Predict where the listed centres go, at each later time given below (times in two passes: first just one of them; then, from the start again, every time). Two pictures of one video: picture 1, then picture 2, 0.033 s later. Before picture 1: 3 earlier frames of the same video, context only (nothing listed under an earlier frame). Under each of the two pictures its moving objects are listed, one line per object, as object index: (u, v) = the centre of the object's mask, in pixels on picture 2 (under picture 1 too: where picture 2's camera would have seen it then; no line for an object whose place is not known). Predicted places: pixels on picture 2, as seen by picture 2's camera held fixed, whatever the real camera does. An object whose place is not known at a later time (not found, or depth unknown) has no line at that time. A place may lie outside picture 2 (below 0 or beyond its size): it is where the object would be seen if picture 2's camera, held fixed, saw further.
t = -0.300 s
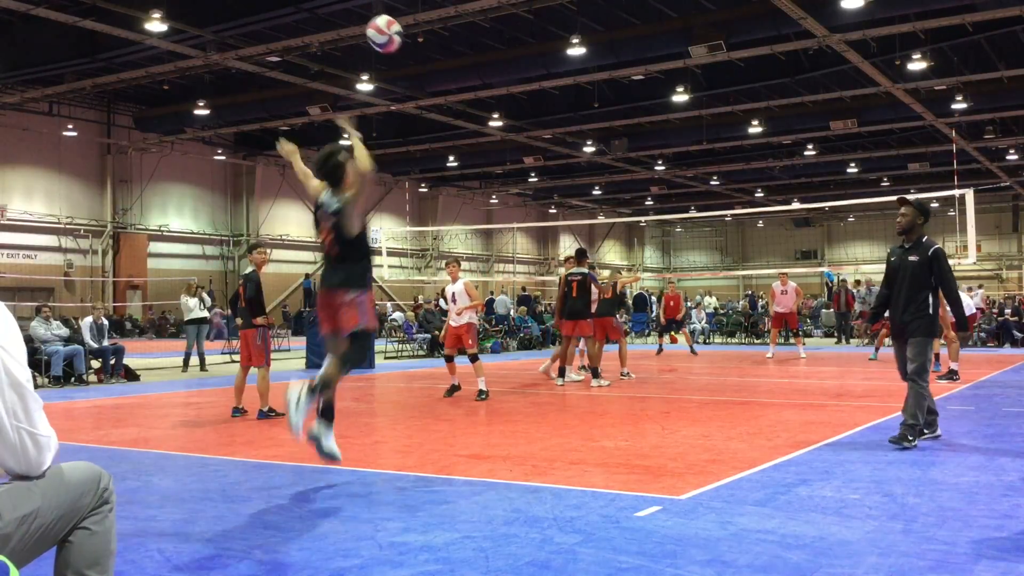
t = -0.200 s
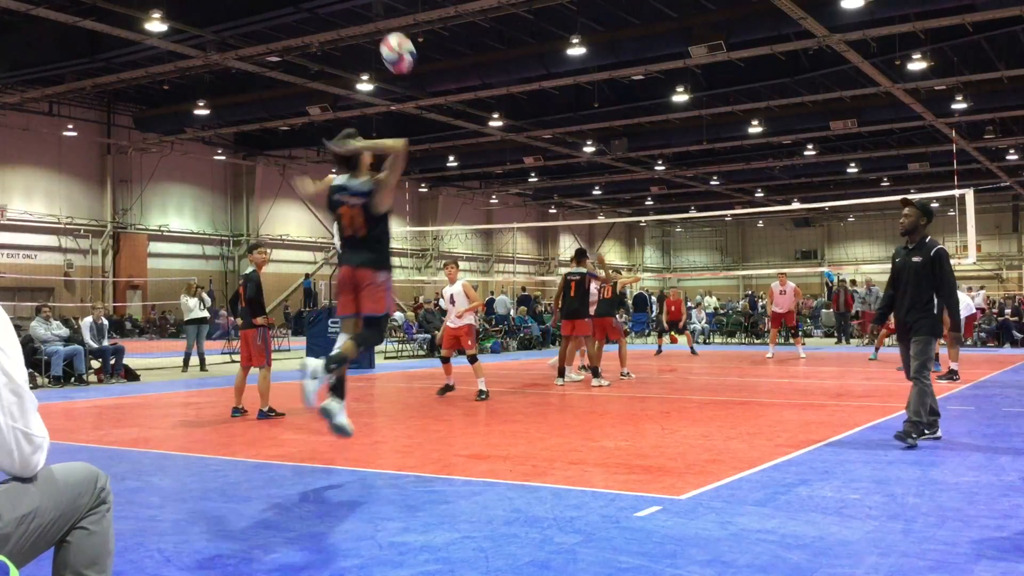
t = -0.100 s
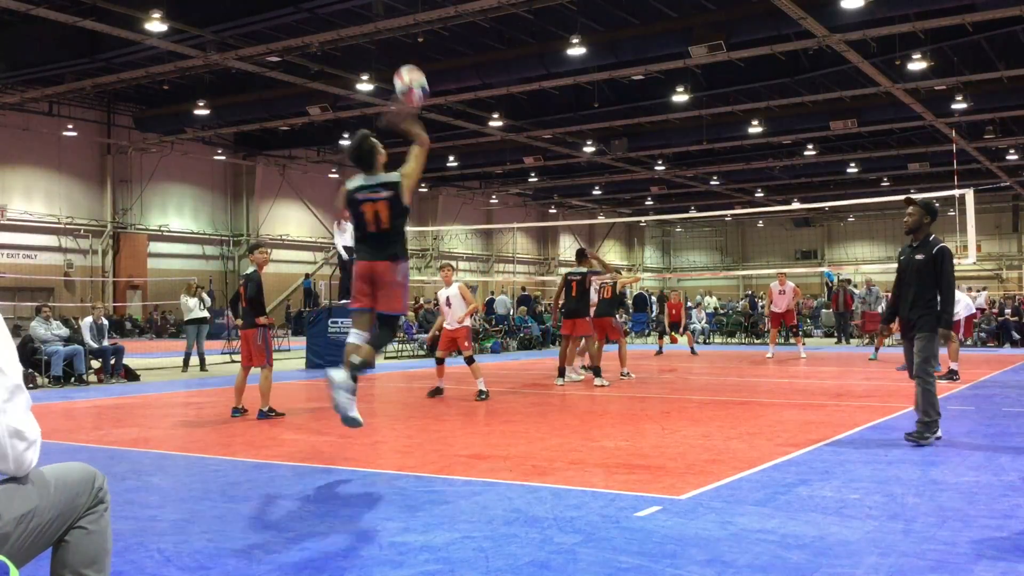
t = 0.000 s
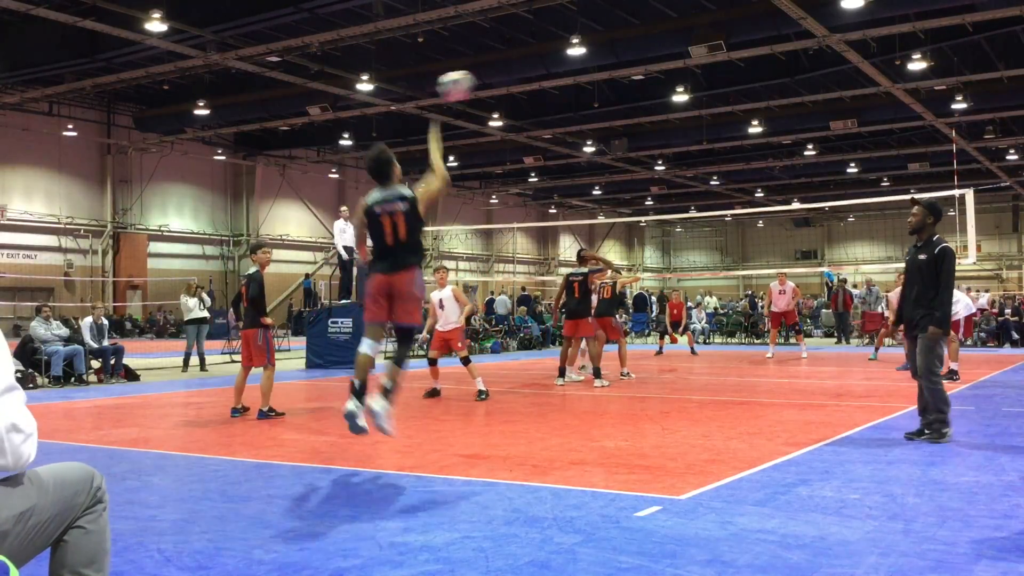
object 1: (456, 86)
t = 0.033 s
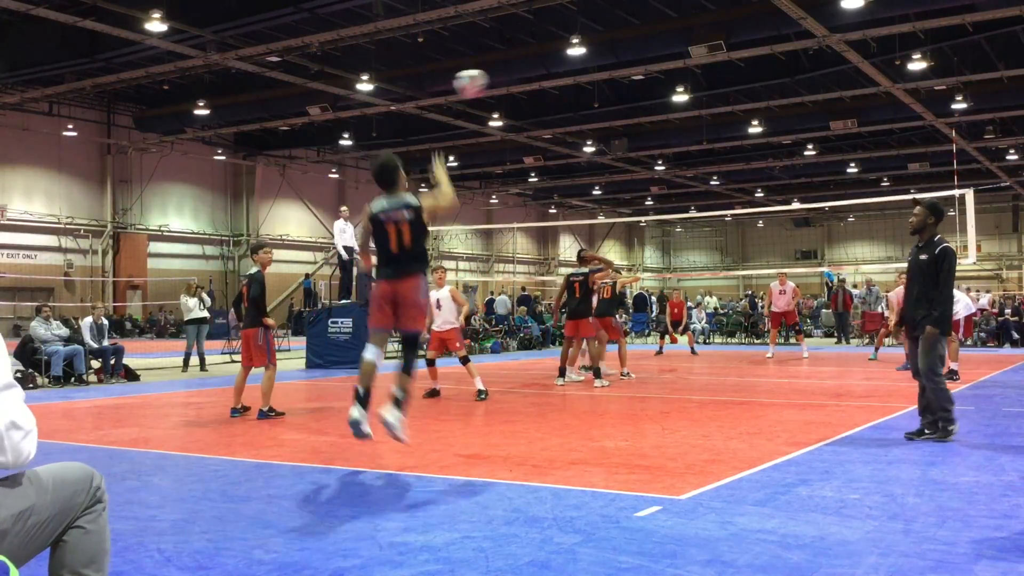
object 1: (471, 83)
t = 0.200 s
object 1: (526, 87)
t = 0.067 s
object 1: (485, 82)
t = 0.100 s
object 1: (497, 81)
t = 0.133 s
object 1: (507, 83)
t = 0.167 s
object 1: (517, 85)
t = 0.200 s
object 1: (526, 87)
